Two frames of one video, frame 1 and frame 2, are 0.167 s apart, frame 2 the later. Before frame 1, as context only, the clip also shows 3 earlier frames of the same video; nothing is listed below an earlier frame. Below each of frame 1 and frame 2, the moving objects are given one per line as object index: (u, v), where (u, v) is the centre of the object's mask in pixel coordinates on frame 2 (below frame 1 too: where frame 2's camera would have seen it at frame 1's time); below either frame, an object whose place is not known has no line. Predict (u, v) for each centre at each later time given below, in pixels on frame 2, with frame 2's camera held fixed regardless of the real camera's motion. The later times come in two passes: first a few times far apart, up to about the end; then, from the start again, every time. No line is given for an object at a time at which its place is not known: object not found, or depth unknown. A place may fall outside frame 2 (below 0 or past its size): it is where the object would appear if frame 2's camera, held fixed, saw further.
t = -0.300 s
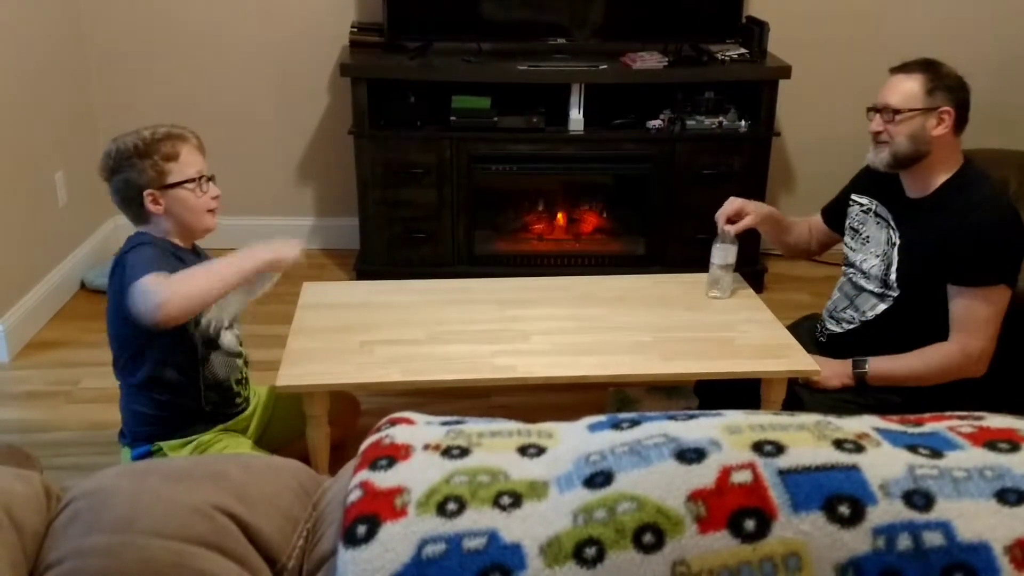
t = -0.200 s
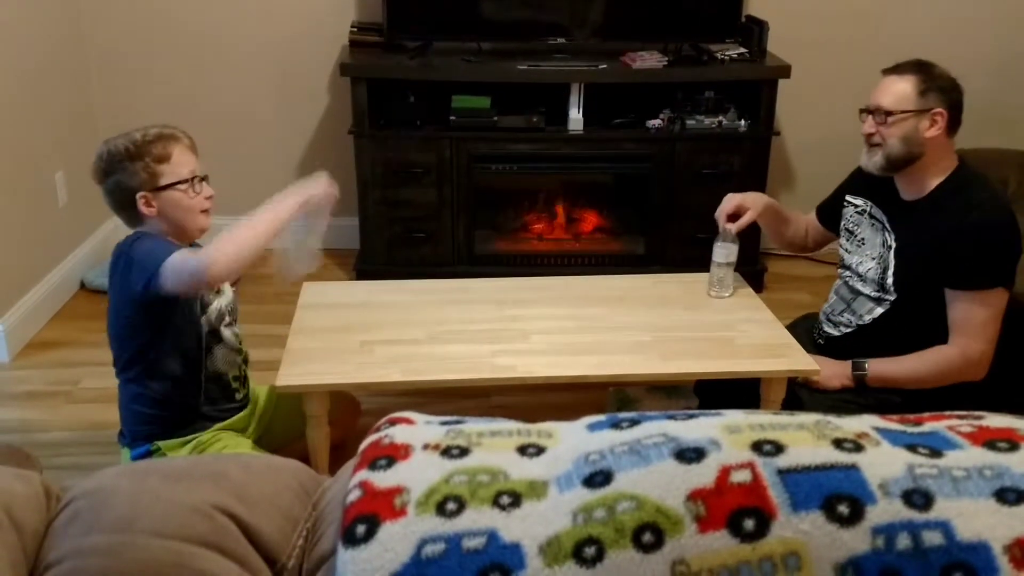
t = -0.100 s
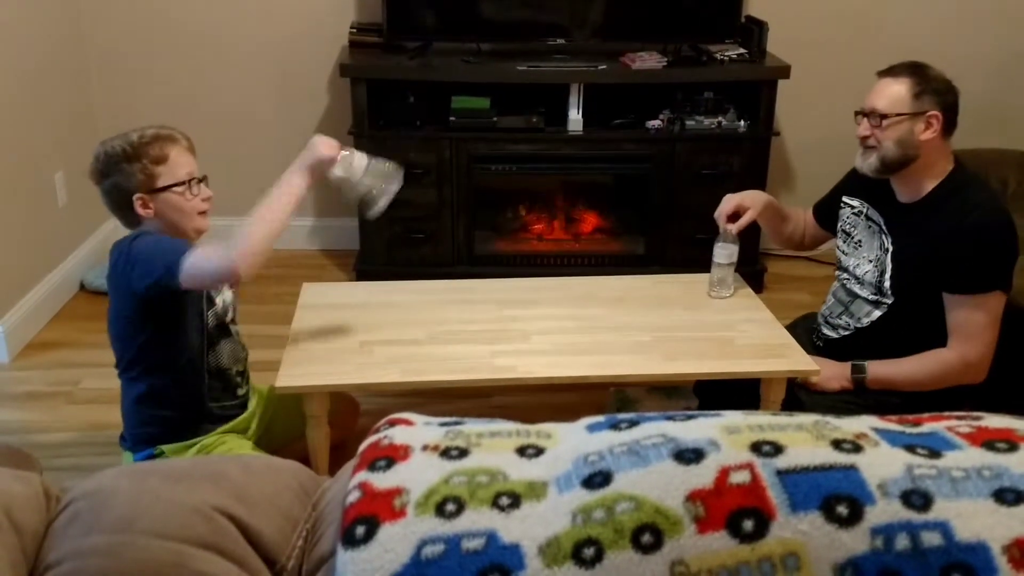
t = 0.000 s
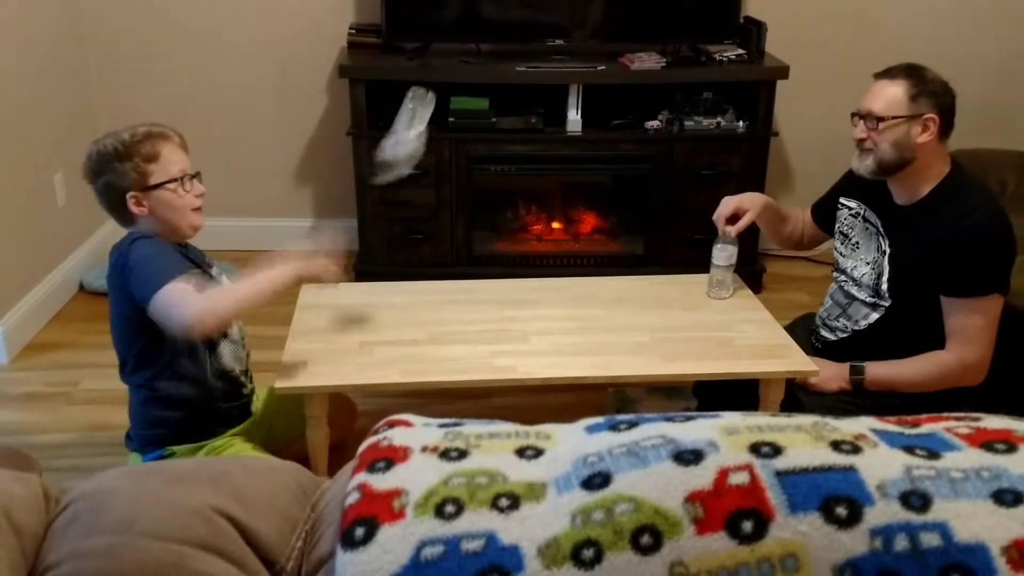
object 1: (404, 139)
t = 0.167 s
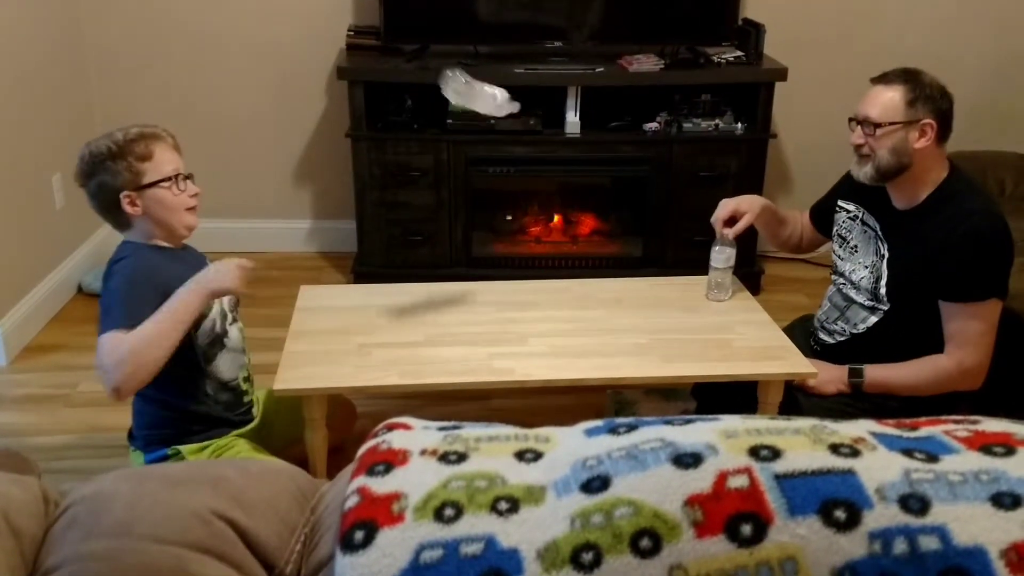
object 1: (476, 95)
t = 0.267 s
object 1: (510, 135)
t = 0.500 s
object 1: (579, 302)
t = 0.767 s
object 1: (609, 297)
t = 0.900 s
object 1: (615, 296)
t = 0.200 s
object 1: (487, 103)
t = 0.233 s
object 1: (499, 117)
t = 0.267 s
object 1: (510, 135)
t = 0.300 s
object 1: (521, 157)
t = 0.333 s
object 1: (532, 184)
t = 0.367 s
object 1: (541, 214)
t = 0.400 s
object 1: (552, 244)
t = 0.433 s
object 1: (567, 268)
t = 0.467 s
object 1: (577, 298)
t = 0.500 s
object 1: (579, 302)
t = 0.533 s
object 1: (583, 300)
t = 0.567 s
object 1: (592, 300)
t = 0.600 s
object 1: (598, 299)
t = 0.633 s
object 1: (600, 298)
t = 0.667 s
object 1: (604, 298)
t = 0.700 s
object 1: (606, 298)
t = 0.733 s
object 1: (607, 297)
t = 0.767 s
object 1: (609, 297)
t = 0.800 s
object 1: (611, 297)
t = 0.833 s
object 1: (613, 297)
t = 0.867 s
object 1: (614, 296)
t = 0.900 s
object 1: (615, 296)
